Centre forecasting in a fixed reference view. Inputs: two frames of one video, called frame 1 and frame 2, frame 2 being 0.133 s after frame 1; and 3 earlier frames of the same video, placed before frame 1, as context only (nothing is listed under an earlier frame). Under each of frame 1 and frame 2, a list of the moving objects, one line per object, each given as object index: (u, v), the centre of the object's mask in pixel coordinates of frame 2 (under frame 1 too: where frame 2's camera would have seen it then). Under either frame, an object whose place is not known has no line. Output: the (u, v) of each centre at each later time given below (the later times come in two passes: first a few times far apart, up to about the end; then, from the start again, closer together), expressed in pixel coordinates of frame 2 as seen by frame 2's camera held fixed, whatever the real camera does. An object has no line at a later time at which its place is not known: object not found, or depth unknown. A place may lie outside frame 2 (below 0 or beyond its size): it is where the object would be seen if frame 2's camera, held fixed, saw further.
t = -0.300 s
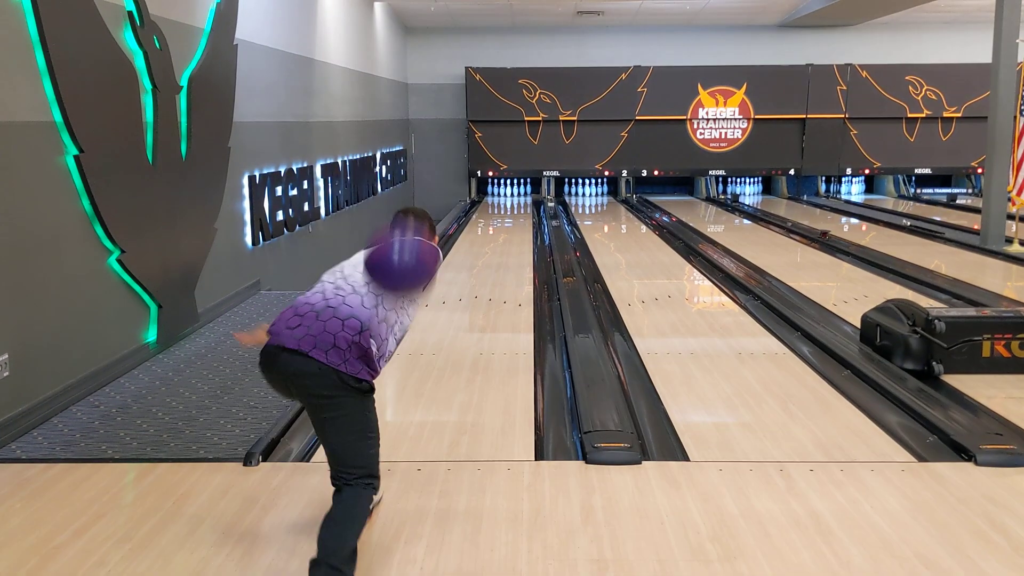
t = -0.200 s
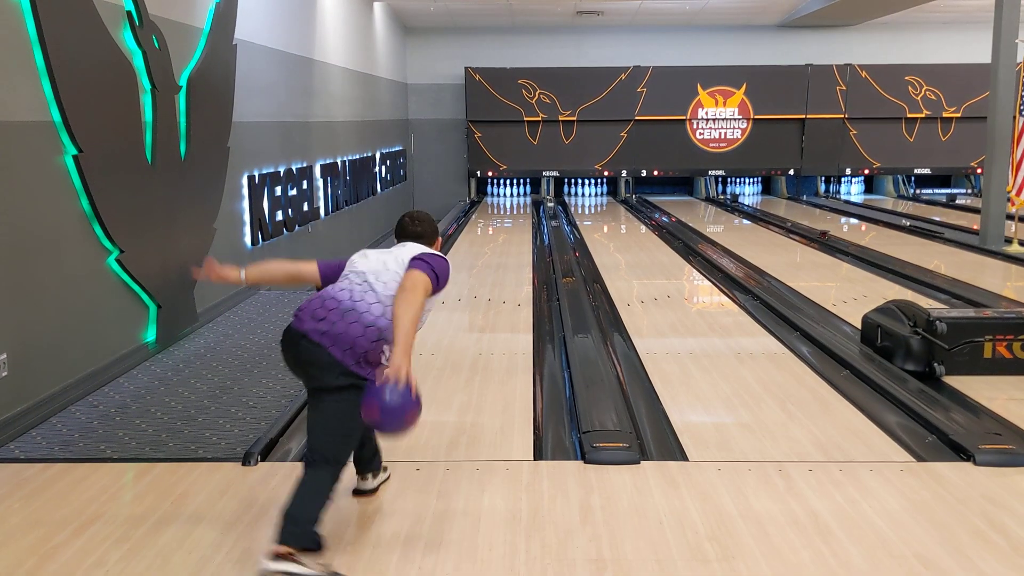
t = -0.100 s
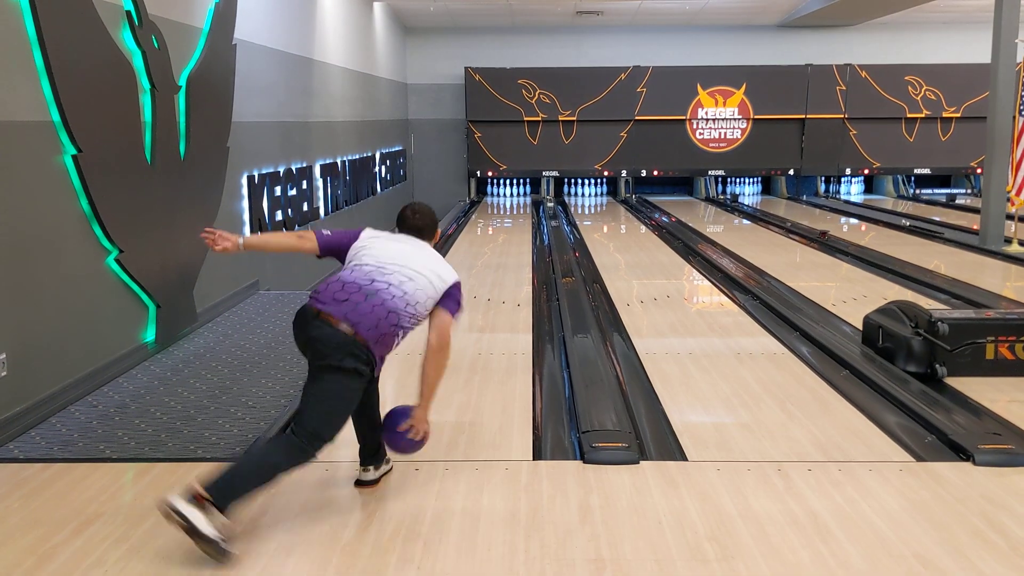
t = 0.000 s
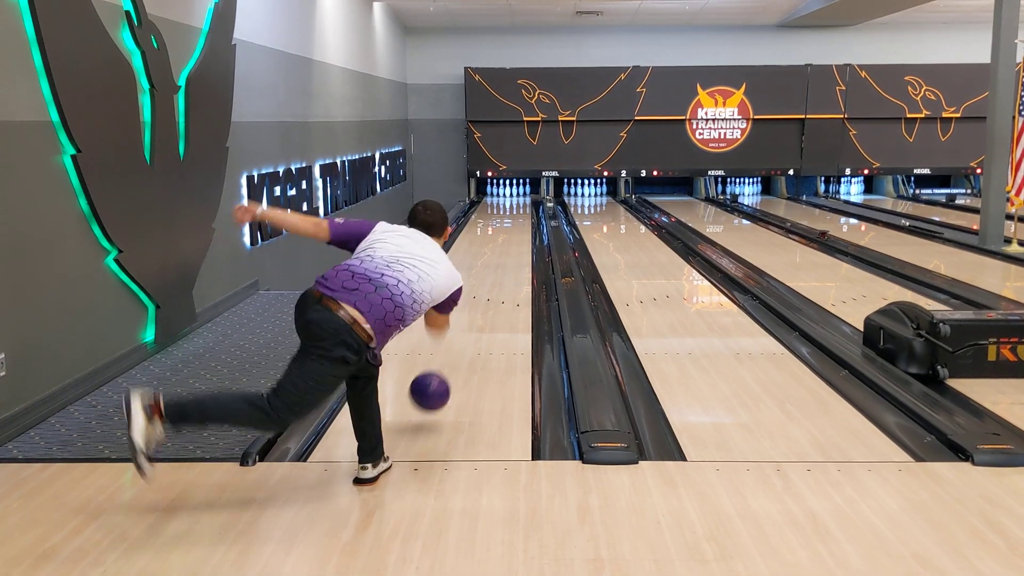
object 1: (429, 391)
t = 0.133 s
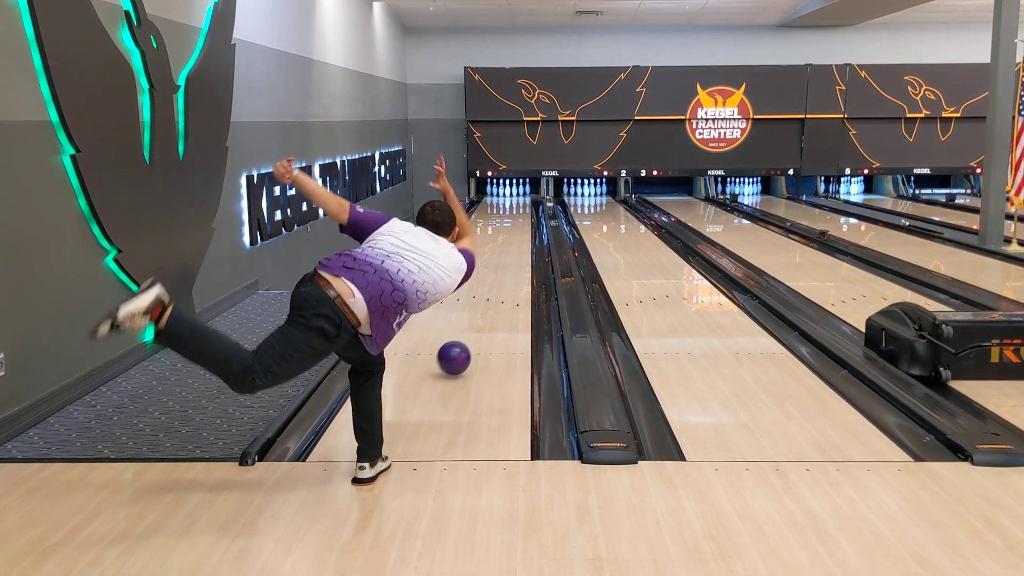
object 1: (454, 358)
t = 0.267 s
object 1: (471, 327)
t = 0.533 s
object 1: (492, 282)
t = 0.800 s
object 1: (505, 253)
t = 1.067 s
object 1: (514, 234)
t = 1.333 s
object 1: (519, 219)
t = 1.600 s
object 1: (521, 209)
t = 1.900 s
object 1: (519, 200)
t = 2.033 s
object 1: (516, 197)
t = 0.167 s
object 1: (458, 351)
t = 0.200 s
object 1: (463, 342)
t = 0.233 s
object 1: (467, 334)
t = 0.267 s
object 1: (471, 327)
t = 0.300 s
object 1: (474, 320)
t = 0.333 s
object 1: (477, 313)
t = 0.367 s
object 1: (480, 307)
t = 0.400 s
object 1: (480, 307)
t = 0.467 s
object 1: (489, 291)
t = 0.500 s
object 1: (490, 286)
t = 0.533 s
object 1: (492, 282)
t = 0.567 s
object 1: (494, 277)
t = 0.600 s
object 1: (496, 273)
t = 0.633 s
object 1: (498, 270)
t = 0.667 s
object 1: (499, 266)
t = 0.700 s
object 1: (501, 263)
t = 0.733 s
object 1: (502, 259)
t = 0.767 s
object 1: (504, 256)
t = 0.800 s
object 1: (505, 253)
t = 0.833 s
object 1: (507, 250)
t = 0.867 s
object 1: (508, 248)
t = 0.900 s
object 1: (509, 245)
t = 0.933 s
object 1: (510, 243)
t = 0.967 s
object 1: (511, 240)
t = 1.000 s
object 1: (512, 238)
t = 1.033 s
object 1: (513, 236)
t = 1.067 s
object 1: (514, 234)
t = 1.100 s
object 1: (515, 232)
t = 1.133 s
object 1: (515, 230)
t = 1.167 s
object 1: (516, 228)
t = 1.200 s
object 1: (517, 226)
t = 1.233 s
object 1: (518, 224)
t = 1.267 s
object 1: (518, 223)
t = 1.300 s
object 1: (519, 221)
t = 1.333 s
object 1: (519, 219)
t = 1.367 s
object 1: (520, 218)
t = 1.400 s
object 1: (520, 217)
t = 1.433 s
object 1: (521, 215)
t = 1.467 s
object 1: (521, 214)
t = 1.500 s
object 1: (521, 213)
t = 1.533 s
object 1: (521, 211)
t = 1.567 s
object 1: (522, 210)
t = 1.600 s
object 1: (521, 209)
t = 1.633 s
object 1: (521, 208)
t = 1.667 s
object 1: (521, 207)
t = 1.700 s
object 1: (521, 206)
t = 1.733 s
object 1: (521, 205)
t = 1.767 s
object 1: (521, 204)
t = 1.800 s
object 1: (521, 203)
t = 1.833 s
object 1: (520, 202)
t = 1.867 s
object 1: (520, 201)
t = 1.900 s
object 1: (519, 200)
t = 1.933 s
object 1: (518, 200)
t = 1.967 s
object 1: (518, 199)
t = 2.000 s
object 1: (517, 198)
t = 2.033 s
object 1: (516, 197)
